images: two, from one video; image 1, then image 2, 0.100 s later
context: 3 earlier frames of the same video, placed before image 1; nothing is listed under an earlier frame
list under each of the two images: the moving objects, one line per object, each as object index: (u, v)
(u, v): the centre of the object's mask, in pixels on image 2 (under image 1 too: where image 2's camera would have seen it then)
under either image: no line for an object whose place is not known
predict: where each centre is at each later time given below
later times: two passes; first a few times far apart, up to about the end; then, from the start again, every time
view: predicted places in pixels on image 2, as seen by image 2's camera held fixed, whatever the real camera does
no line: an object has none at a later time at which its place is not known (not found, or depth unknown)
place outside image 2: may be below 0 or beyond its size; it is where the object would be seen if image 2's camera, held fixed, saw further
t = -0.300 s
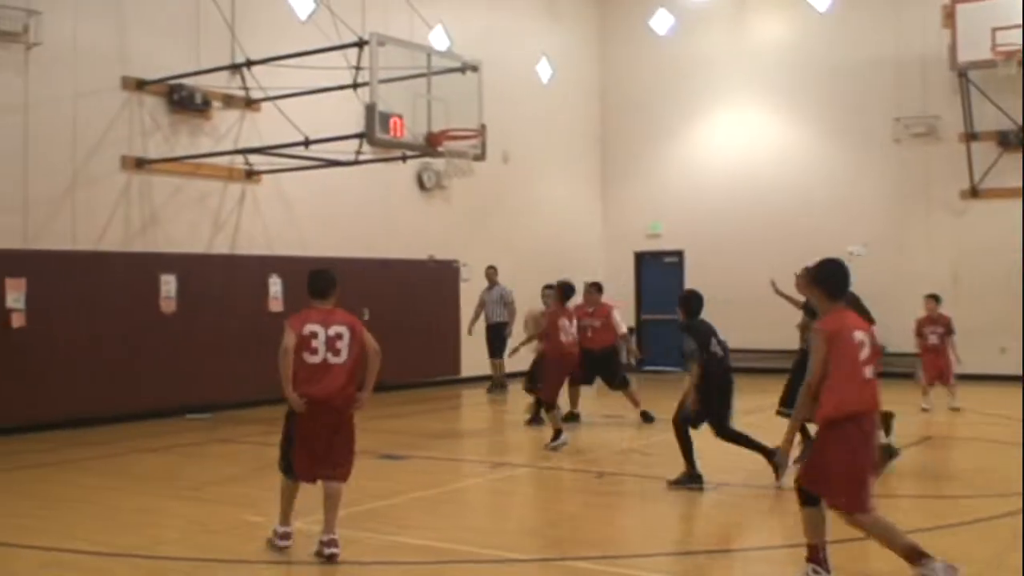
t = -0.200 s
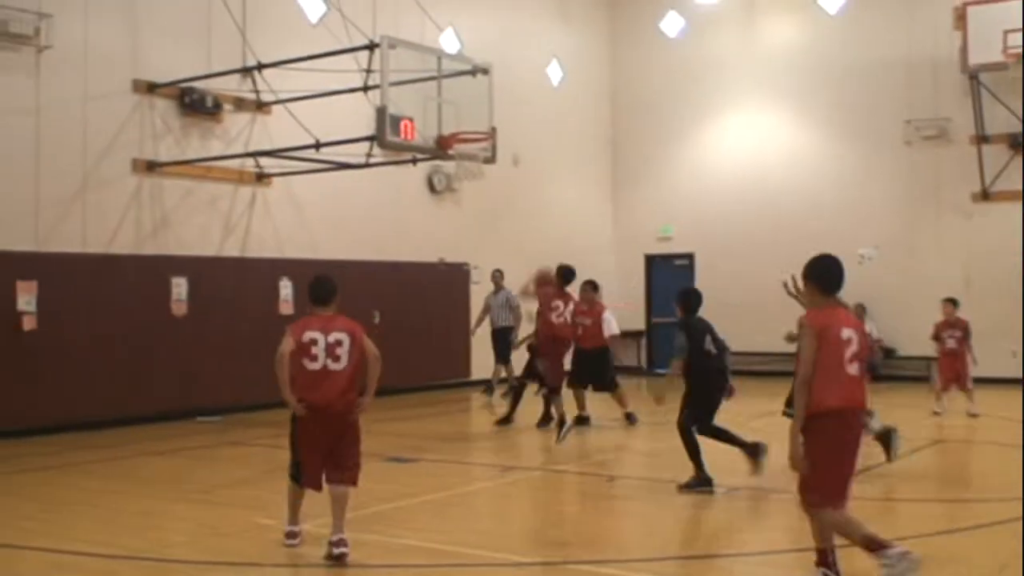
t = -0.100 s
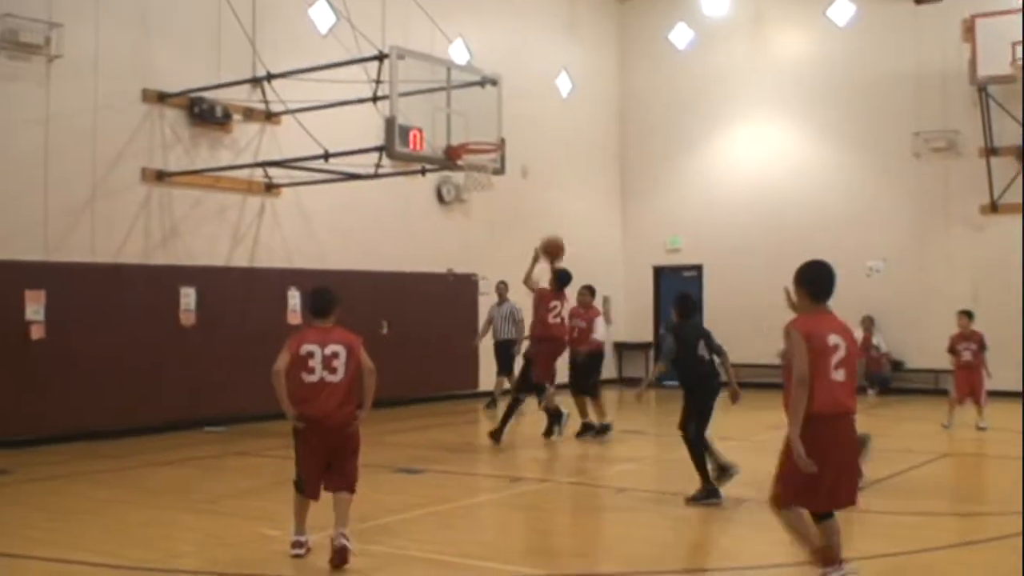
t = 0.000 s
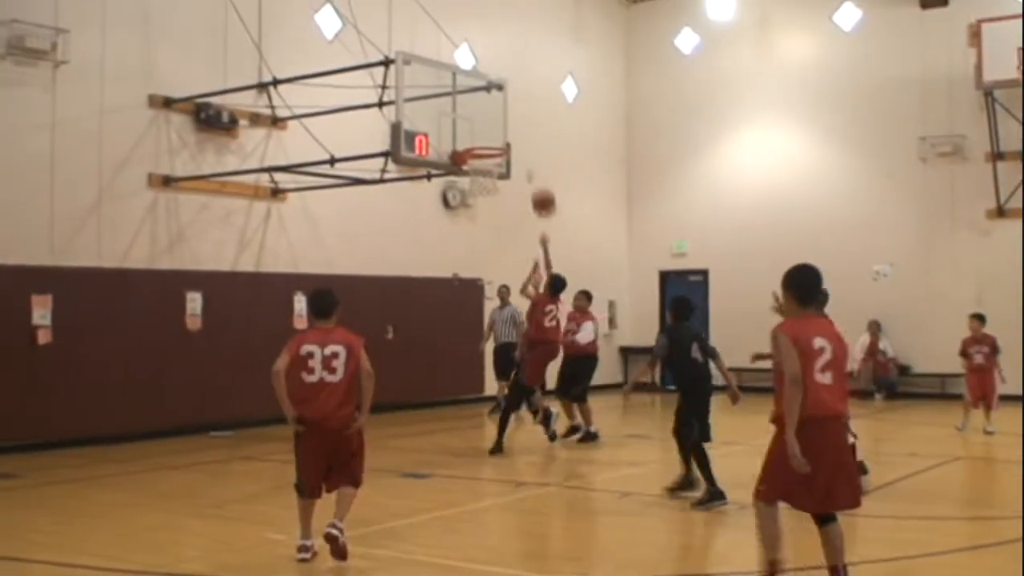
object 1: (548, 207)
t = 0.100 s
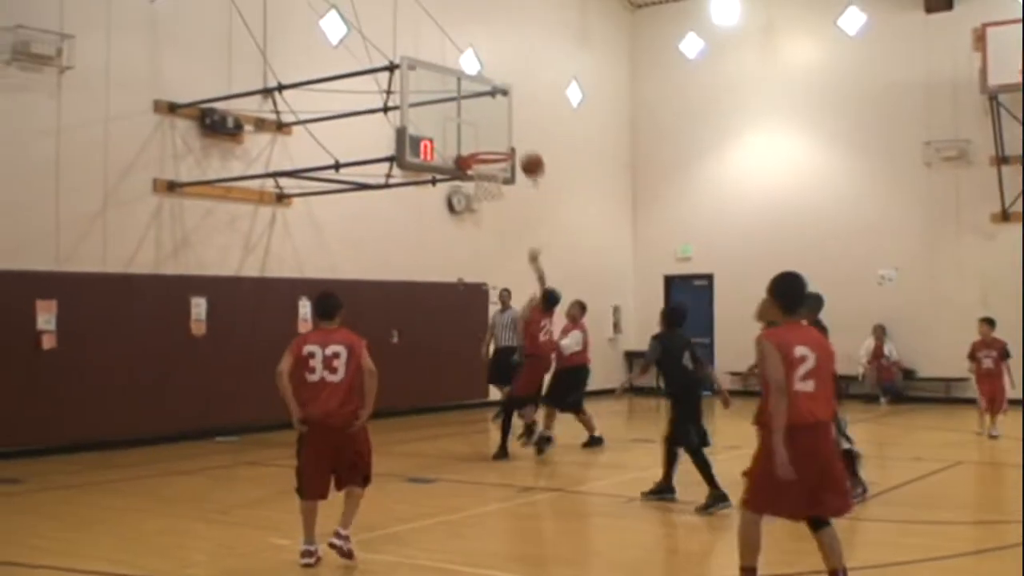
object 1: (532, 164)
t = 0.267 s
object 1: (507, 120)
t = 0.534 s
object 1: (470, 106)
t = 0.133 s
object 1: (527, 153)
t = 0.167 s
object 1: (522, 143)
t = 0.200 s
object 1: (517, 134)
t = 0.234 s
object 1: (512, 126)
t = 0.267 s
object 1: (507, 120)
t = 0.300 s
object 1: (502, 114)
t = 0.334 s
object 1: (498, 109)
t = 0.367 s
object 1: (493, 107)
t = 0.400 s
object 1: (488, 105)
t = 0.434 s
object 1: (483, 104)
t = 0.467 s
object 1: (479, 104)
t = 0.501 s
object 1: (475, 105)
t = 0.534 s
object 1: (470, 106)
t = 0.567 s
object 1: (466, 108)
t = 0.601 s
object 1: (466, 112)
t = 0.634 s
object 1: (471, 116)
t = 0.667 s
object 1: (477, 121)
